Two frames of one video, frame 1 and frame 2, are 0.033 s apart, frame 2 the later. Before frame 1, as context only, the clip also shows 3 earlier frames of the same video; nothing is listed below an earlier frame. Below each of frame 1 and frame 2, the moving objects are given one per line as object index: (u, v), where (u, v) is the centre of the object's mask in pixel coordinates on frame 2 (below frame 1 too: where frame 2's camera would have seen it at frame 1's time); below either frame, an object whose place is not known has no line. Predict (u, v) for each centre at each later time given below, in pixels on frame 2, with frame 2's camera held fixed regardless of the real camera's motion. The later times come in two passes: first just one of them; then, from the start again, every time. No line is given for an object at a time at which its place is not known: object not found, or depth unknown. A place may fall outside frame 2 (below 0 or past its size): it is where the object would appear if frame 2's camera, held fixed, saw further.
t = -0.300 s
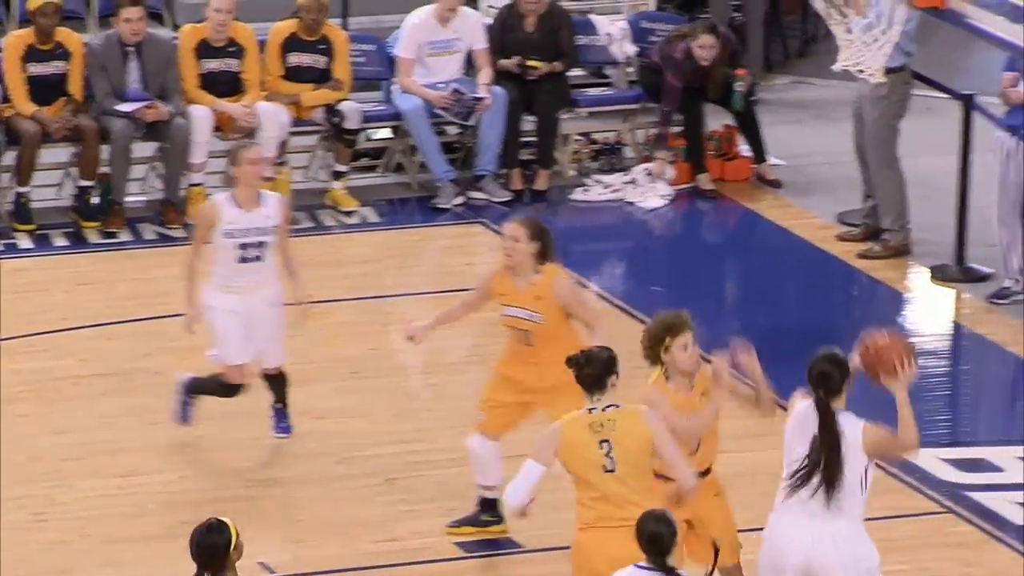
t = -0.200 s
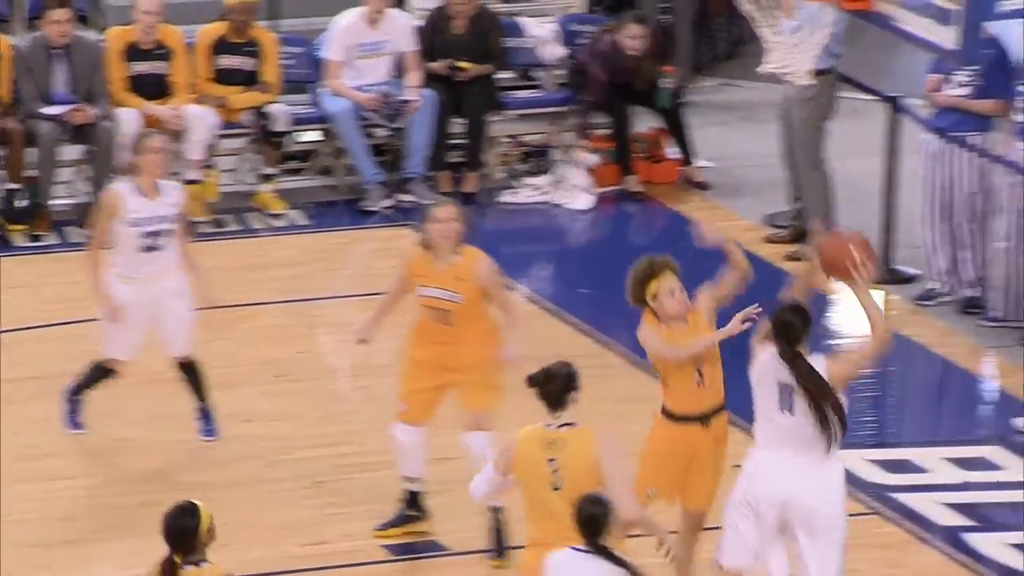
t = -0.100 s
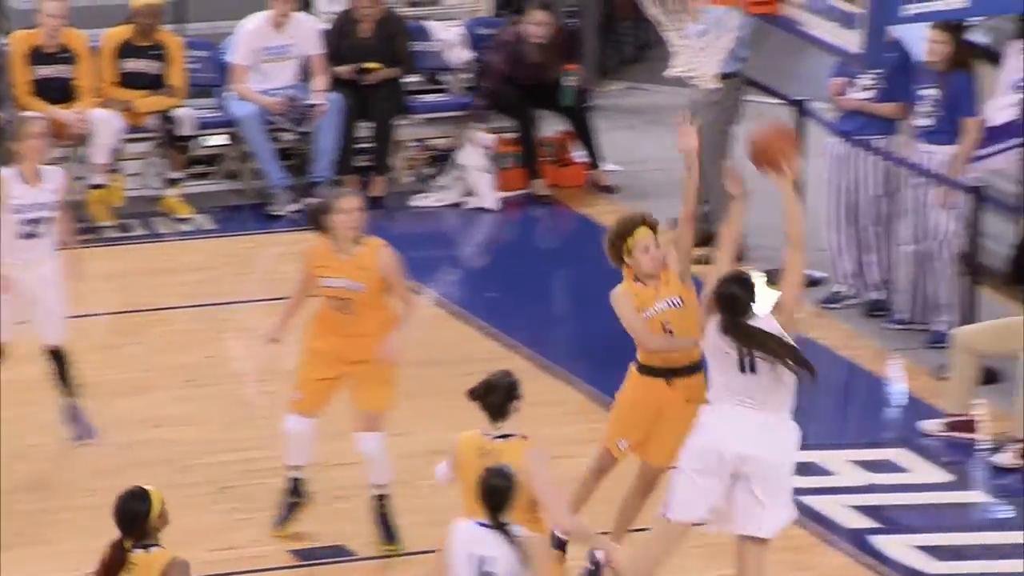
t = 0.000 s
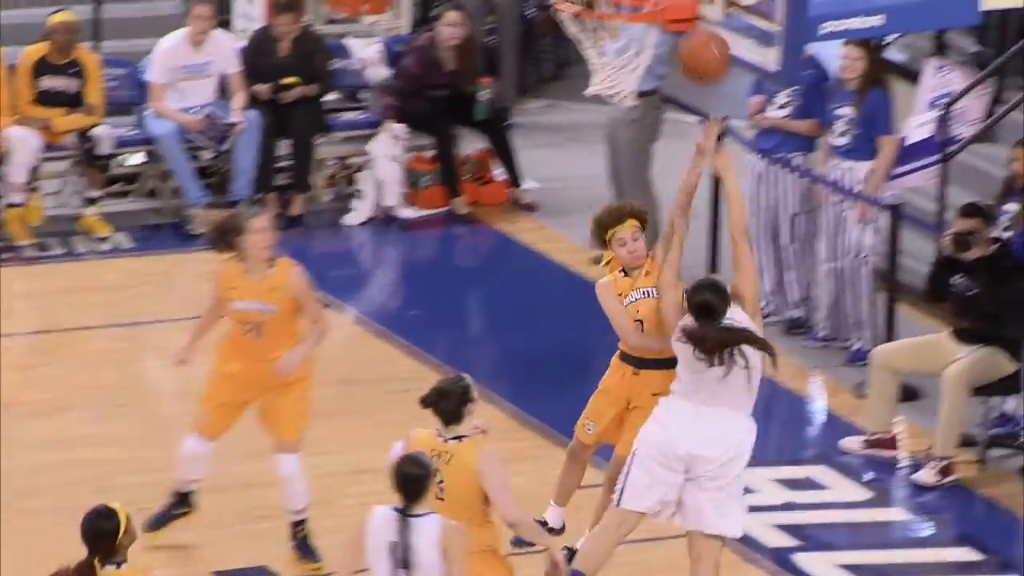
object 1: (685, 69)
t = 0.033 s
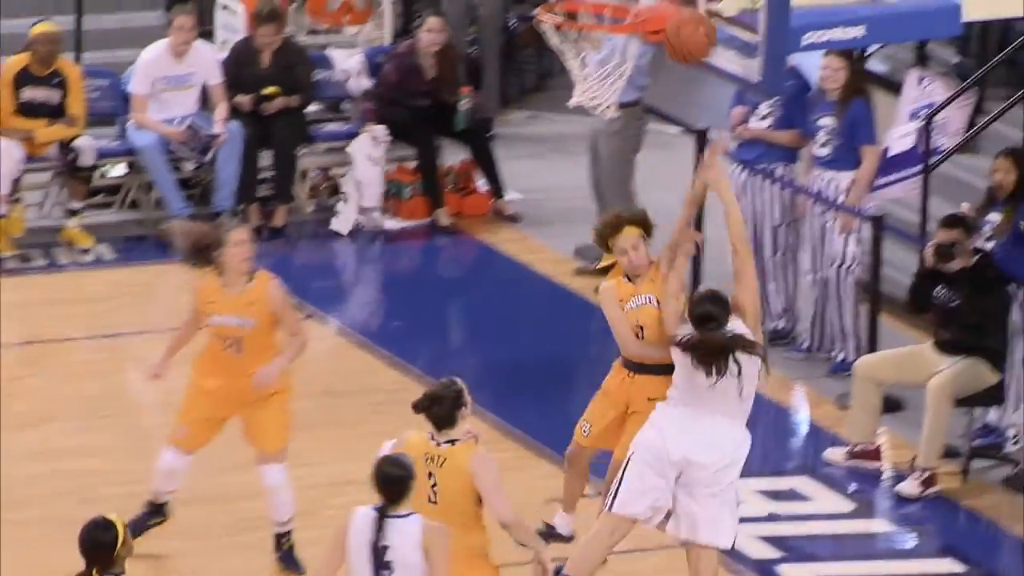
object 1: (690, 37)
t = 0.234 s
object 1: (652, -61)
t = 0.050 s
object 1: (692, 23)
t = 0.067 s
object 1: (692, 9)
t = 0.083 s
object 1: (692, -3)
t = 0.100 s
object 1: (693, -13)
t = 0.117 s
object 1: (691, -23)
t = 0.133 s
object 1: (687, -31)
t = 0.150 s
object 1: (679, -39)
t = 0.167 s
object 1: (676, -45)
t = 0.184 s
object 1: (670, -50)
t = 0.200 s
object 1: (664, -54)
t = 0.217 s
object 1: (658, -58)
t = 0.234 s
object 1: (652, -61)
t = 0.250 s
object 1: (647, -64)
